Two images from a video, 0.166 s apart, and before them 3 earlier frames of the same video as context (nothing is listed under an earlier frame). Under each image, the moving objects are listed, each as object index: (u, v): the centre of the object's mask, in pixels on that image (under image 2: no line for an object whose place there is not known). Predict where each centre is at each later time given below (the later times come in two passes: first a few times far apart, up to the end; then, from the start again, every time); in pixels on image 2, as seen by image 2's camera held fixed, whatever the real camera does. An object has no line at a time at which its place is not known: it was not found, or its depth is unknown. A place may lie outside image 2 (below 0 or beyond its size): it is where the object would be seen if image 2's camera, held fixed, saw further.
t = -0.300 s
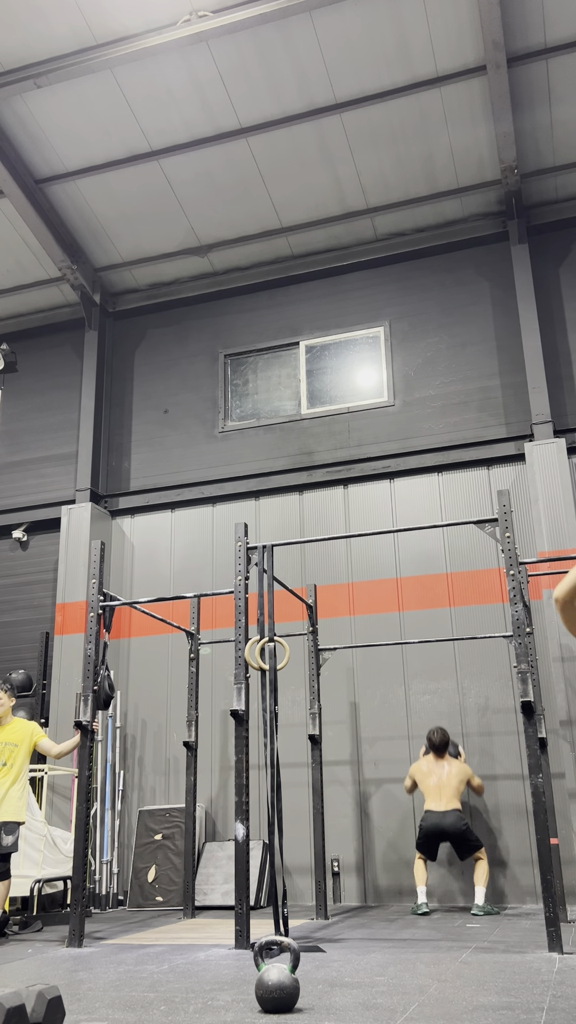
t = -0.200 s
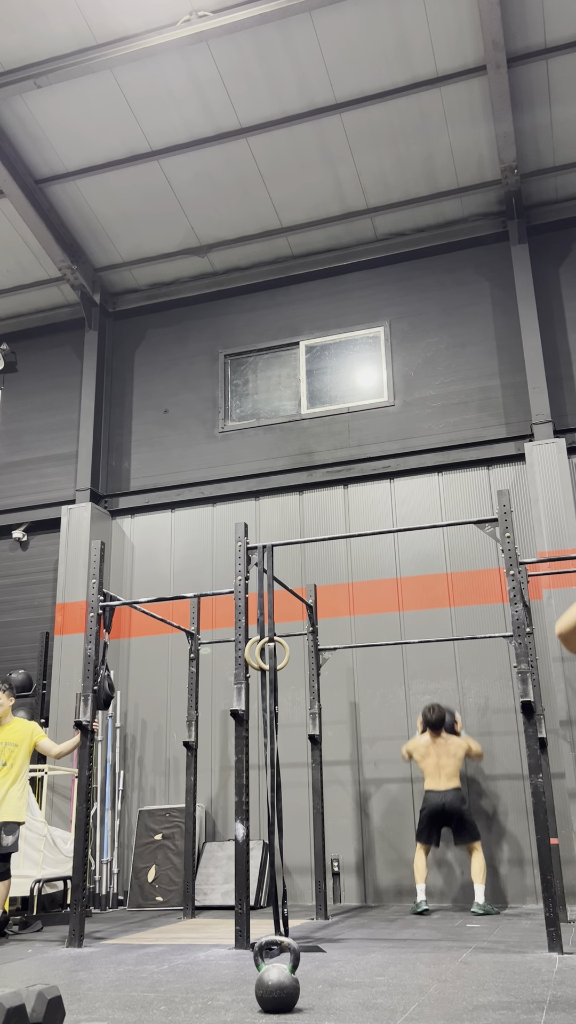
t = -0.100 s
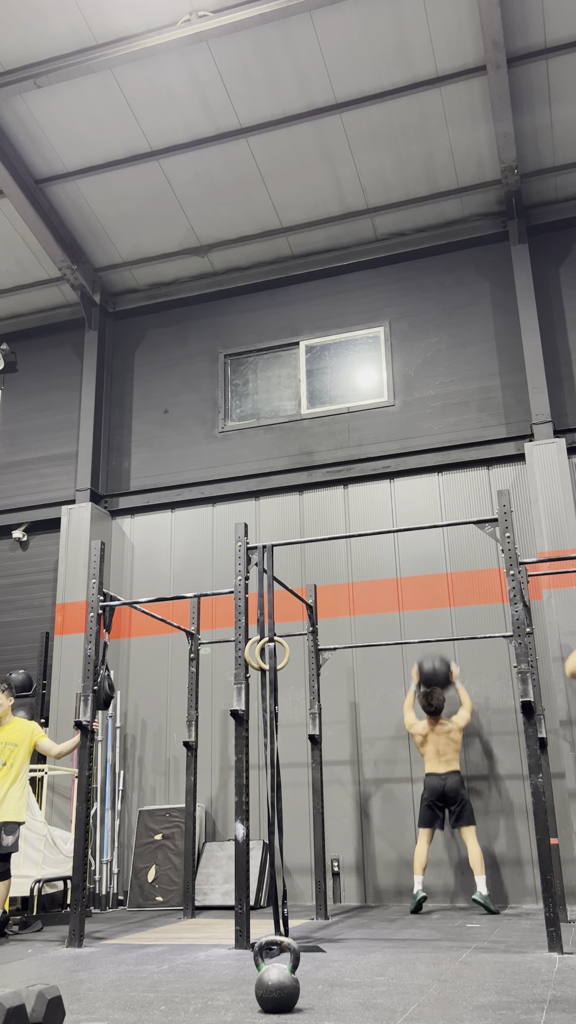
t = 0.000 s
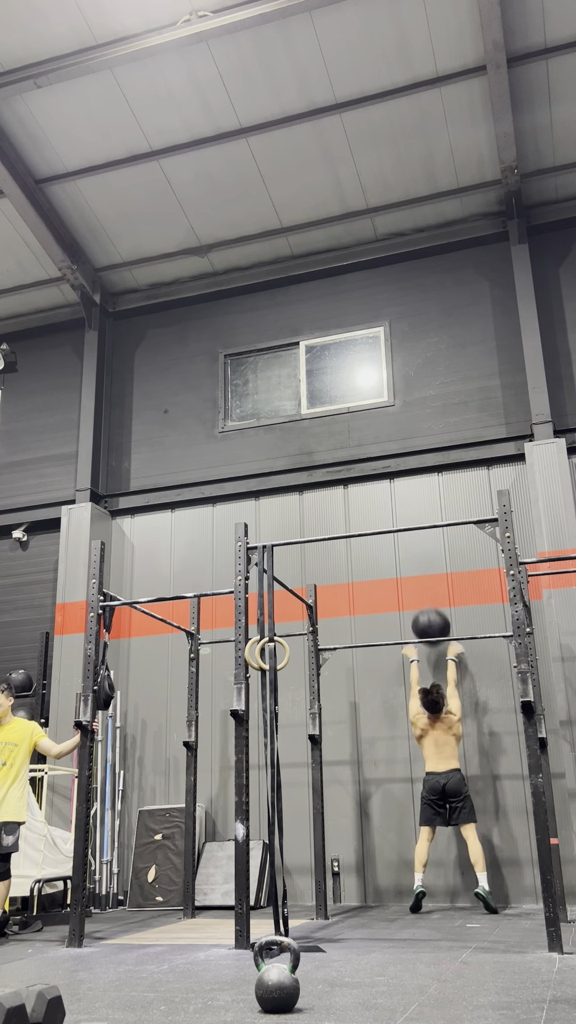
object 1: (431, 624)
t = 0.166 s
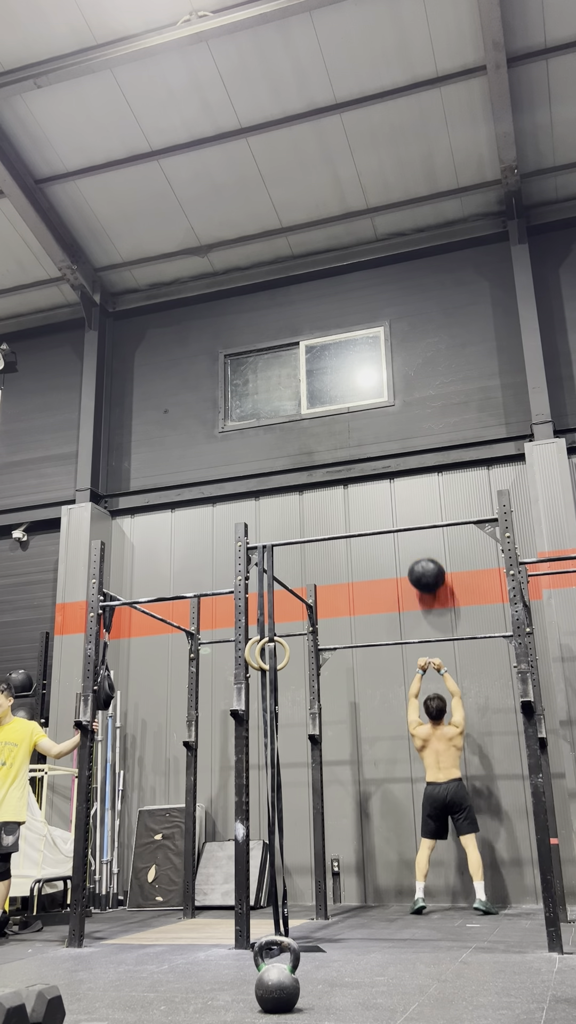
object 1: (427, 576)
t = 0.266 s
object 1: (425, 560)
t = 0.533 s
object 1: (419, 561)
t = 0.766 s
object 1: (419, 620)
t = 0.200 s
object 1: (426, 569)
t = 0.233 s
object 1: (426, 564)
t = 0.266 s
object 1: (425, 560)
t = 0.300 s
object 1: (424, 557)
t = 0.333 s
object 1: (423, 554)
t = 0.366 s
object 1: (422, 553)
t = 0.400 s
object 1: (421, 552)
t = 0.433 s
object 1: (421, 553)
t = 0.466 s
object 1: (420, 555)
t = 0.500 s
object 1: (419, 557)
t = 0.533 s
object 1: (419, 561)
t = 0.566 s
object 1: (419, 566)
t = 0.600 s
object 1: (418, 572)
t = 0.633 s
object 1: (418, 579)
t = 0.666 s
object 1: (418, 587)
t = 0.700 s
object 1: (418, 597)
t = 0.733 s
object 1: (418, 608)
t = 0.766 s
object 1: (419, 620)
